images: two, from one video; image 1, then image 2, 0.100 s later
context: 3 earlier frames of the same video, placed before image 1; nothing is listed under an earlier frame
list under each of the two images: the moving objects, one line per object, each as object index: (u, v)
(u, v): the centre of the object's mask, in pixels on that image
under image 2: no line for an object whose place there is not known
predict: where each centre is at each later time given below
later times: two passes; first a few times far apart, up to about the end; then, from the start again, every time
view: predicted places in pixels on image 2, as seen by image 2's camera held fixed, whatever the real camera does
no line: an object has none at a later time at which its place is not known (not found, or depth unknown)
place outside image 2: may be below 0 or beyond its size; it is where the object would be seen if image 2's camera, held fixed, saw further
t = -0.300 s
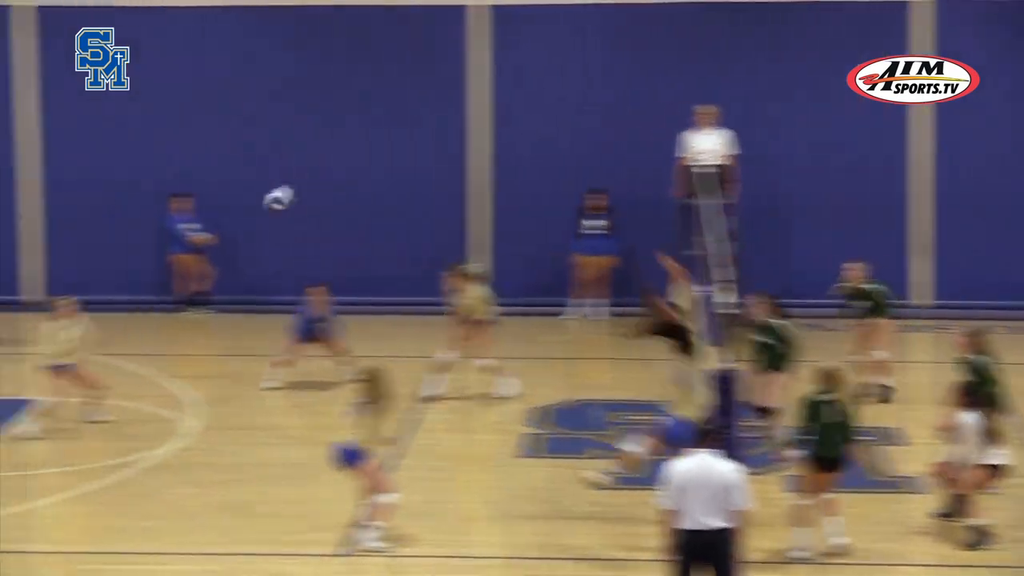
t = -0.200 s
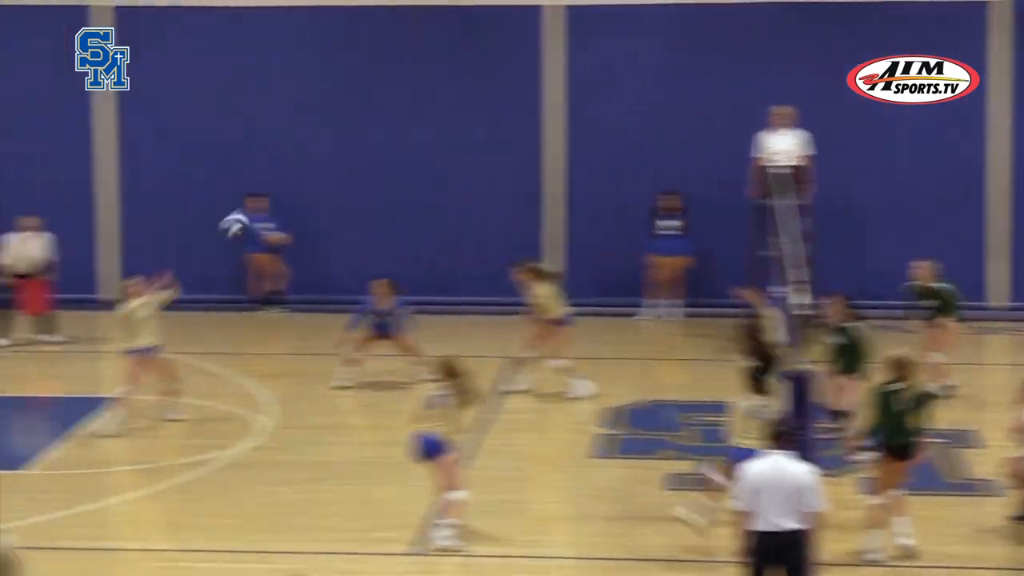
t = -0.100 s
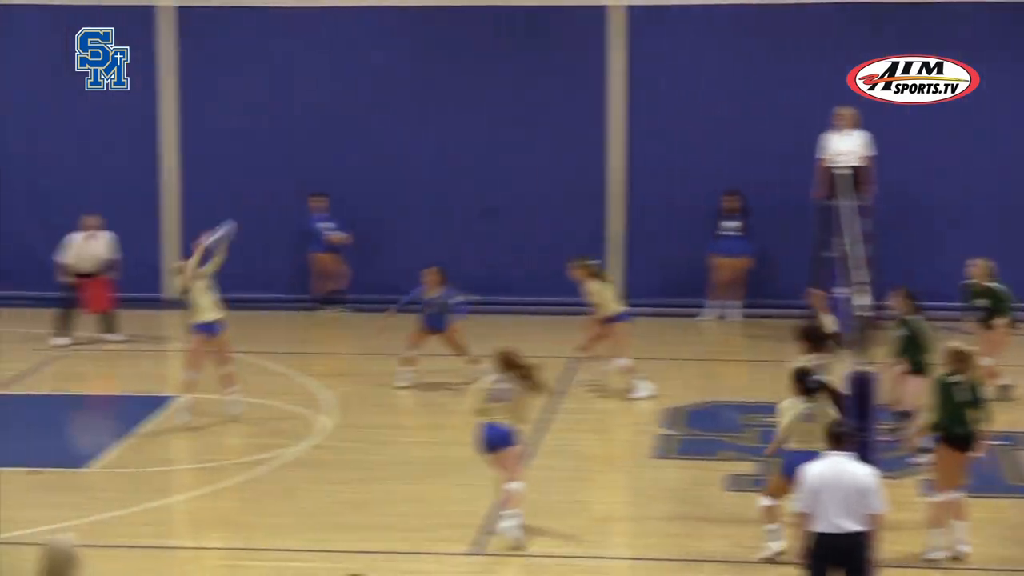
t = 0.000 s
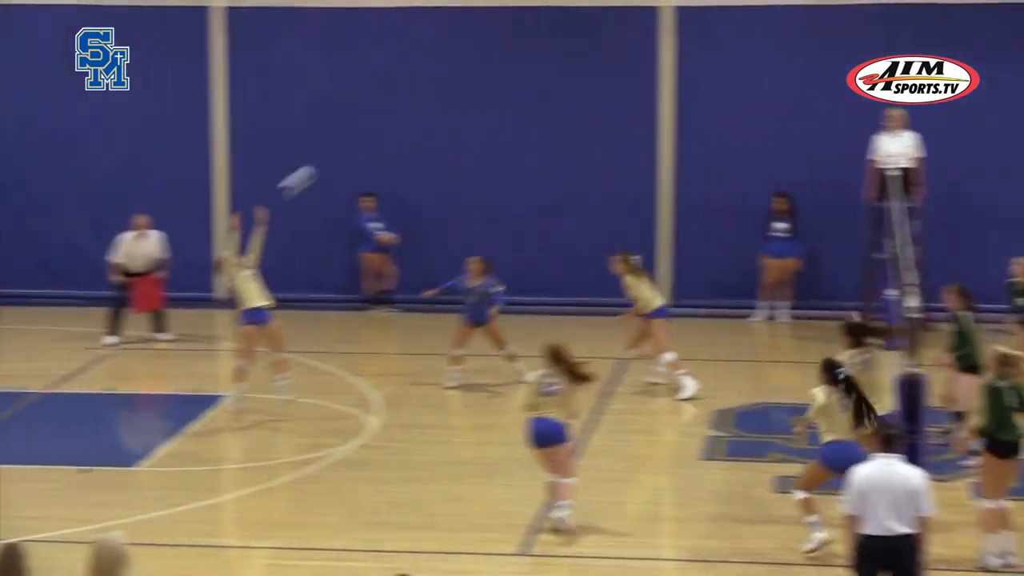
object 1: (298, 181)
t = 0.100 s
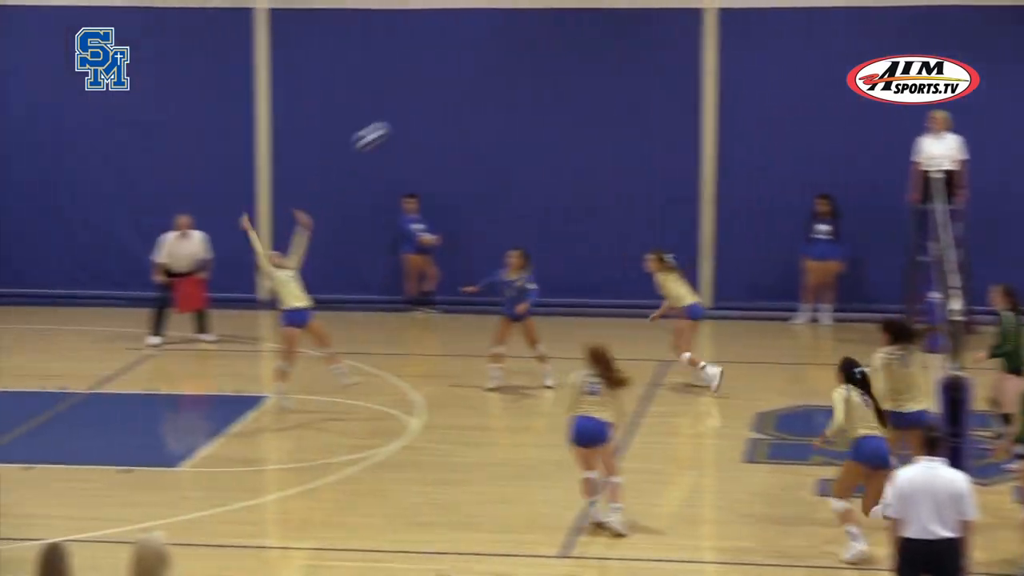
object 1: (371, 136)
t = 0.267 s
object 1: (429, 78)
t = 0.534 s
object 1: (509, 51)
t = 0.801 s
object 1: (585, 94)
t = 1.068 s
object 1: (654, 202)
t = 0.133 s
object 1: (383, 122)
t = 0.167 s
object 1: (395, 109)
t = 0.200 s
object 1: (406, 97)
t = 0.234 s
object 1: (417, 87)
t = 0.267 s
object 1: (429, 78)
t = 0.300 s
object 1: (439, 71)
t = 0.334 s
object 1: (450, 65)
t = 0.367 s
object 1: (459, 60)
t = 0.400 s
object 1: (469, 56)
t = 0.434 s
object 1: (479, 52)
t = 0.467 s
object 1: (490, 51)
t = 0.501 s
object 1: (500, 50)
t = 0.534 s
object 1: (509, 51)
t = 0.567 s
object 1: (519, 52)
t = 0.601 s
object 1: (529, 54)
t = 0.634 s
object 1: (539, 58)
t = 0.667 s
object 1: (547, 63)
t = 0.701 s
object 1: (557, 69)
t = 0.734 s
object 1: (566, 76)
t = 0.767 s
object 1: (575, 85)
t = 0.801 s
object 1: (585, 94)
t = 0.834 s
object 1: (594, 105)
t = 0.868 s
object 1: (602, 115)
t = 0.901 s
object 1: (611, 127)
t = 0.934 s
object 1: (620, 140)
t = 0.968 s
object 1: (629, 154)
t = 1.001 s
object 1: (637, 170)
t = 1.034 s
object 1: (645, 185)
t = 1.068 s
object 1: (654, 202)
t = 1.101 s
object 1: (663, 219)
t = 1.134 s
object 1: (672, 239)
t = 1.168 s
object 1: (679, 259)
